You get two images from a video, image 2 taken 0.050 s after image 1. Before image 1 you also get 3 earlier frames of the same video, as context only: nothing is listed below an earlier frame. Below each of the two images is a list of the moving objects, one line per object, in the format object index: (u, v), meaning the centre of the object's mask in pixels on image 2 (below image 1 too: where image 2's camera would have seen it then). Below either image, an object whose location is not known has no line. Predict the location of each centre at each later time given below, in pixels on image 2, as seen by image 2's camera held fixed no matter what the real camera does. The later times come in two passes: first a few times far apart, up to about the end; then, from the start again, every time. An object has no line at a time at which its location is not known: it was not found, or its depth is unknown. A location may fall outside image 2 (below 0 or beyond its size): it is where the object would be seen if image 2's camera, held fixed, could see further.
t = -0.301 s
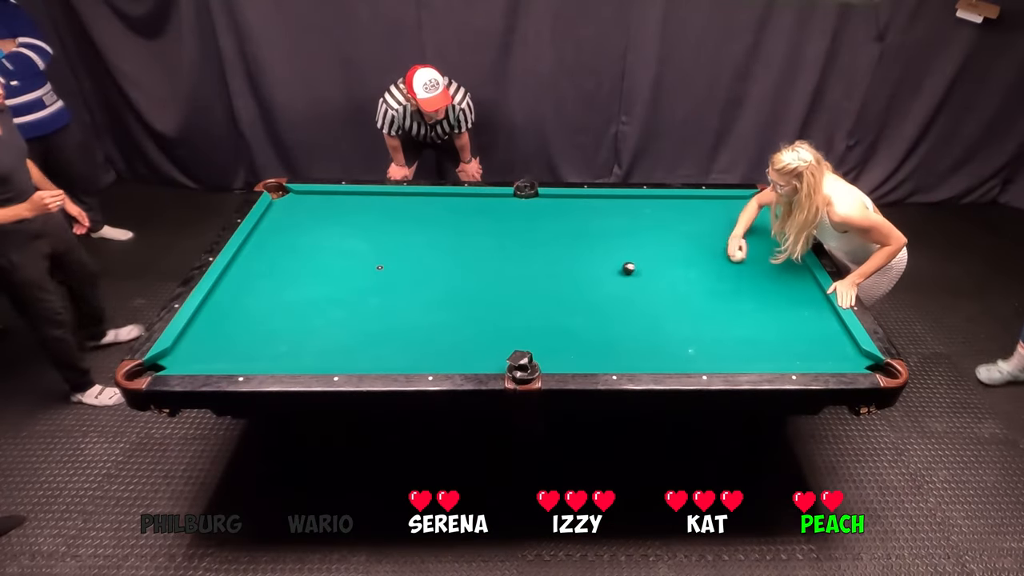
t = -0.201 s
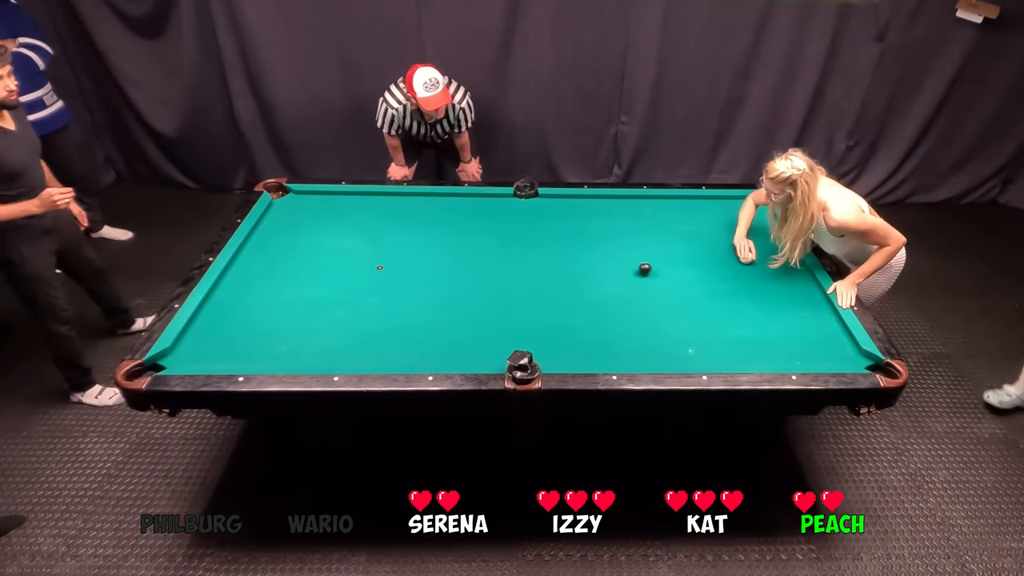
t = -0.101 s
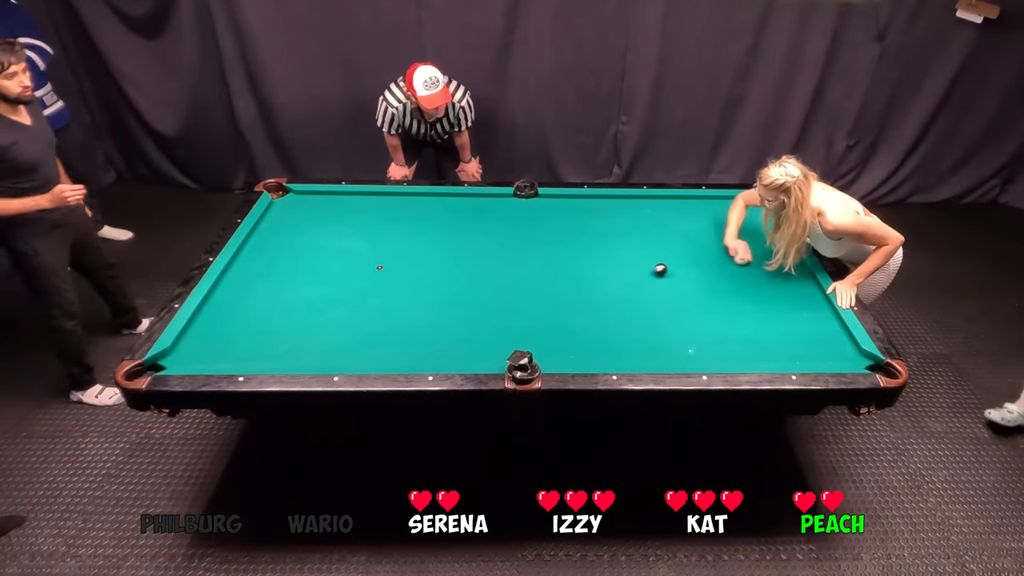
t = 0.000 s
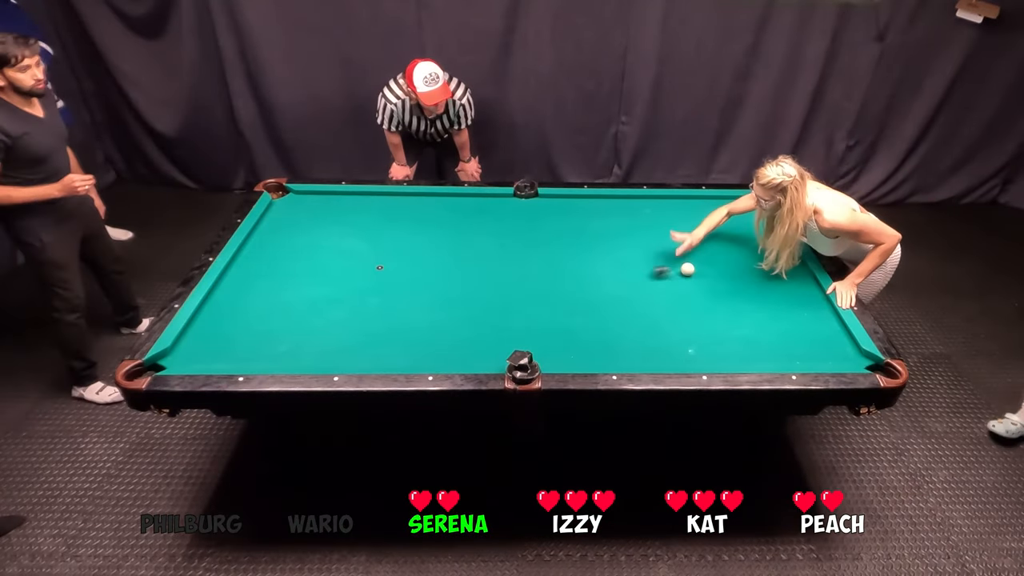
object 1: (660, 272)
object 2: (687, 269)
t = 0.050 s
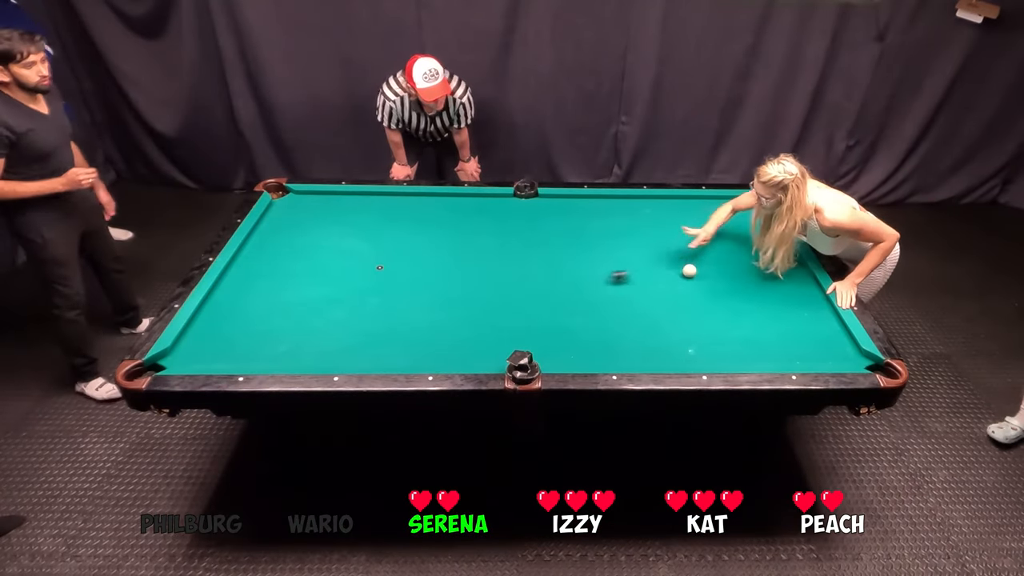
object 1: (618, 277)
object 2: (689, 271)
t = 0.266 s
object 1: (438, 298)
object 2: (682, 272)
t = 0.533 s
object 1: (231, 324)
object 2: (666, 272)
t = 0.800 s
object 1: (266, 345)
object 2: (652, 271)
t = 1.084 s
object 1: (353, 357)
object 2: (638, 270)
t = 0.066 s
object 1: (604, 279)
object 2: (689, 271)
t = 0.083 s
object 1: (590, 280)
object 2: (689, 272)
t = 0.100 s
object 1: (576, 282)
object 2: (689, 272)
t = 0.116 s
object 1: (561, 283)
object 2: (689, 272)
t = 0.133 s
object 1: (548, 285)
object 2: (689, 272)
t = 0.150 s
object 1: (534, 286)
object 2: (688, 272)
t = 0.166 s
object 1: (520, 288)
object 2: (688, 272)
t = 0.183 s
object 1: (506, 289)
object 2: (687, 272)
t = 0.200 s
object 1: (492, 291)
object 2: (686, 272)
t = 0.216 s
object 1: (478, 293)
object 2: (685, 272)
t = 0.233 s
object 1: (465, 295)
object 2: (684, 272)
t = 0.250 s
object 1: (451, 296)
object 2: (683, 272)
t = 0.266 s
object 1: (438, 298)
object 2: (682, 272)
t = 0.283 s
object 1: (424, 300)
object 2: (681, 272)
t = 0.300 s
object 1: (411, 302)
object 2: (680, 272)
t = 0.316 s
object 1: (398, 303)
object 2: (679, 272)
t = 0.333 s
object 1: (384, 305)
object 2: (678, 272)
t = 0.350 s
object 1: (370, 307)
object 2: (677, 272)
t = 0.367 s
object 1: (357, 308)
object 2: (676, 272)
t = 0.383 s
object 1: (344, 310)
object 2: (675, 272)
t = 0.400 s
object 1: (331, 312)
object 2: (674, 272)
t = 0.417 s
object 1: (318, 313)
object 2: (673, 272)
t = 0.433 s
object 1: (305, 315)
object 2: (672, 272)
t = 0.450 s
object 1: (293, 317)
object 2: (671, 272)
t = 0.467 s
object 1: (280, 318)
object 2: (670, 272)
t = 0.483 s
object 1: (267, 320)
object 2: (669, 272)
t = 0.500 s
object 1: (255, 321)
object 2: (668, 272)
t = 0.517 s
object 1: (243, 323)
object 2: (667, 272)
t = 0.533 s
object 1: (231, 324)
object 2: (666, 272)
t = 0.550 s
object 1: (219, 326)
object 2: (665, 272)
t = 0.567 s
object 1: (207, 328)
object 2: (664, 272)
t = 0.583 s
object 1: (194, 329)
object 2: (663, 272)
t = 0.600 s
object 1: (188, 331)
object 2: (662, 272)
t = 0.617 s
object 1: (197, 331)
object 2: (661, 271)
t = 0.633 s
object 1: (205, 333)
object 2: (660, 271)
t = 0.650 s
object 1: (212, 334)
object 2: (659, 271)
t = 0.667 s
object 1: (219, 335)
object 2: (658, 271)
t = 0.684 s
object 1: (225, 337)
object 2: (658, 271)
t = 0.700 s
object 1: (231, 338)
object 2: (657, 271)
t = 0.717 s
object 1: (237, 339)
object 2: (656, 271)
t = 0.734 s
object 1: (244, 340)
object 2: (655, 271)
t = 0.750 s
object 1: (250, 342)
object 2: (654, 271)
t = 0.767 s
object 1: (255, 343)
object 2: (653, 271)
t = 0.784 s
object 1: (261, 344)
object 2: (653, 271)
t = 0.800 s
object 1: (266, 345)
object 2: (652, 271)
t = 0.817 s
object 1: (272, 346)
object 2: (651, 271)
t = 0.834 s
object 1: (277, 348)
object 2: (650, 271)
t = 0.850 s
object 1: (282, 349)
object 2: (649, 271)
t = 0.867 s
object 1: (287, 350)
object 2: (648, 271)
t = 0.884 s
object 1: (292, 352)
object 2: (647, 271)
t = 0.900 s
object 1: (297, 354)
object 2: (646, 271)
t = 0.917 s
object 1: (302, 354)
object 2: (646, 270)
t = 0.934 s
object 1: (307, 355)
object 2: (645, 270)
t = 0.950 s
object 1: (312, 356)
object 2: (644, 271)
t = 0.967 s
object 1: (317, 357)
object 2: (643, 271)
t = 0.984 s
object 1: (322, 358)
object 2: (642, 270)
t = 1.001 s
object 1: (327, 358)
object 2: (641, 270)
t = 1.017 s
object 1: (333, 359)
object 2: (641, 270)
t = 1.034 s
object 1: (338, 358)
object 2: (640, 270)
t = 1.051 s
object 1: (343, 357)
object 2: (639, 270)
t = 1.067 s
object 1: (348, 357)
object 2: (638, 270)
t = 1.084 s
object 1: (353, 357)
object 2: (638, 270)
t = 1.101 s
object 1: (358, 356)
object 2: (637, 270)
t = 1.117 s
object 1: (363, 355)
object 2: (636, 270)
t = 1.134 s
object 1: (369, 355)
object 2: (635, 270)
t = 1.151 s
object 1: (373, 355)
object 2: (635, 270)
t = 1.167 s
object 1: (378, 354)
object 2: (634, 270)
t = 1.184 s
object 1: (383, 354)
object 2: (633, 270)
